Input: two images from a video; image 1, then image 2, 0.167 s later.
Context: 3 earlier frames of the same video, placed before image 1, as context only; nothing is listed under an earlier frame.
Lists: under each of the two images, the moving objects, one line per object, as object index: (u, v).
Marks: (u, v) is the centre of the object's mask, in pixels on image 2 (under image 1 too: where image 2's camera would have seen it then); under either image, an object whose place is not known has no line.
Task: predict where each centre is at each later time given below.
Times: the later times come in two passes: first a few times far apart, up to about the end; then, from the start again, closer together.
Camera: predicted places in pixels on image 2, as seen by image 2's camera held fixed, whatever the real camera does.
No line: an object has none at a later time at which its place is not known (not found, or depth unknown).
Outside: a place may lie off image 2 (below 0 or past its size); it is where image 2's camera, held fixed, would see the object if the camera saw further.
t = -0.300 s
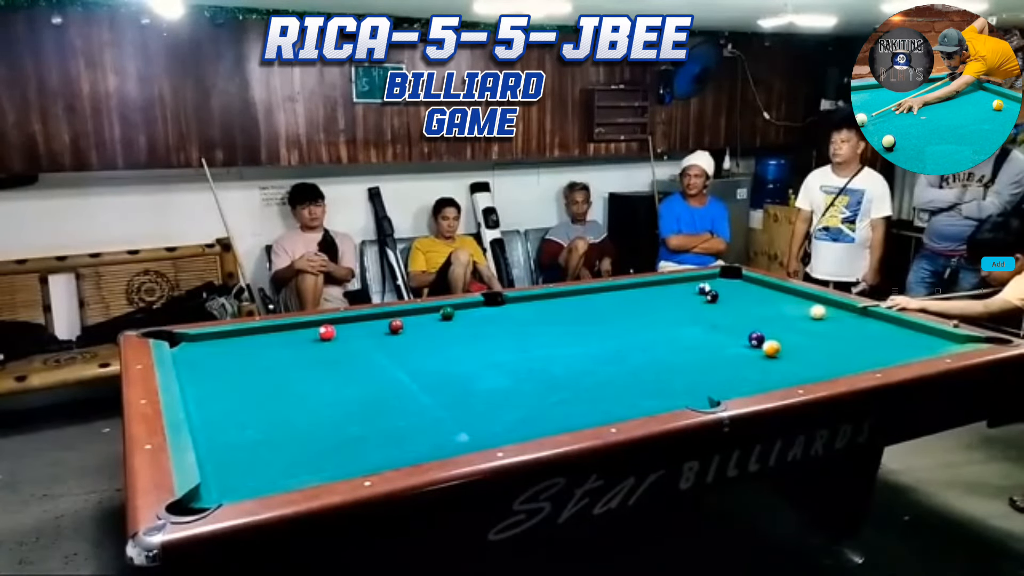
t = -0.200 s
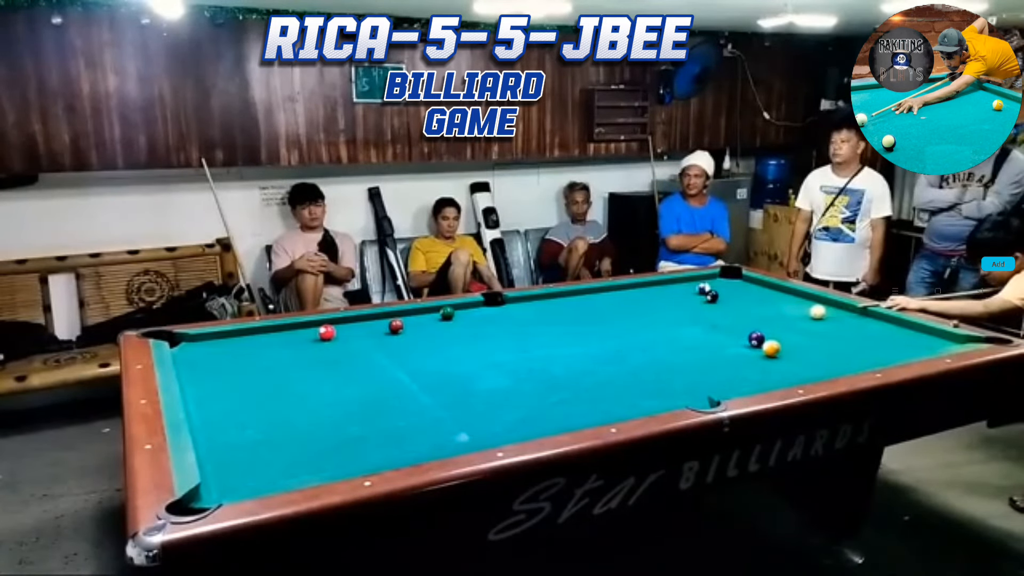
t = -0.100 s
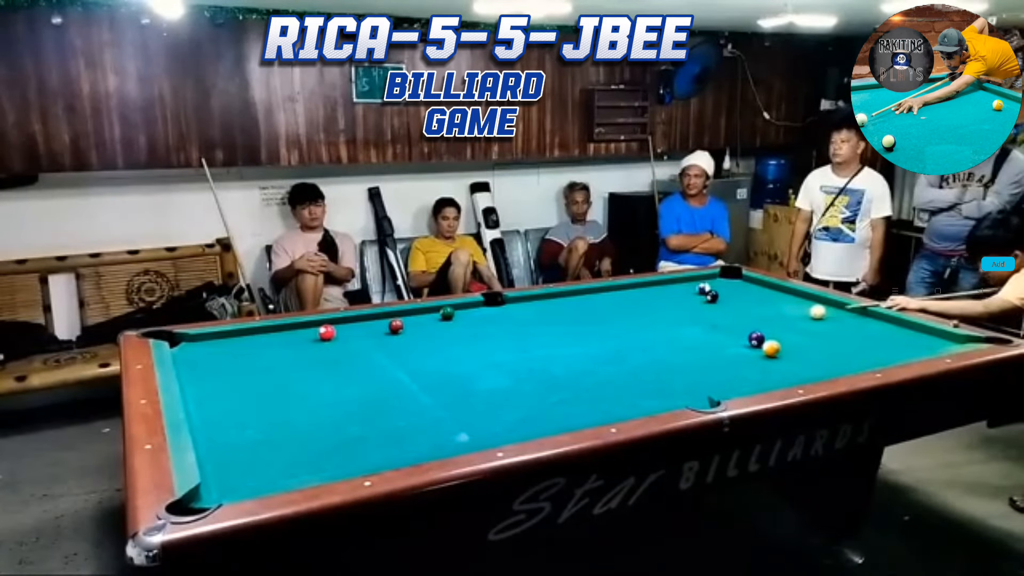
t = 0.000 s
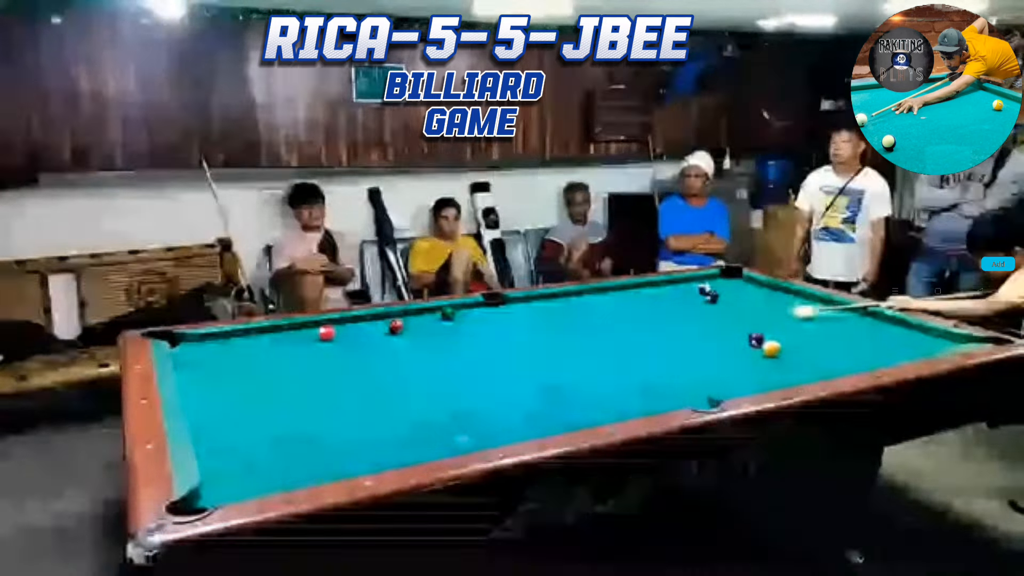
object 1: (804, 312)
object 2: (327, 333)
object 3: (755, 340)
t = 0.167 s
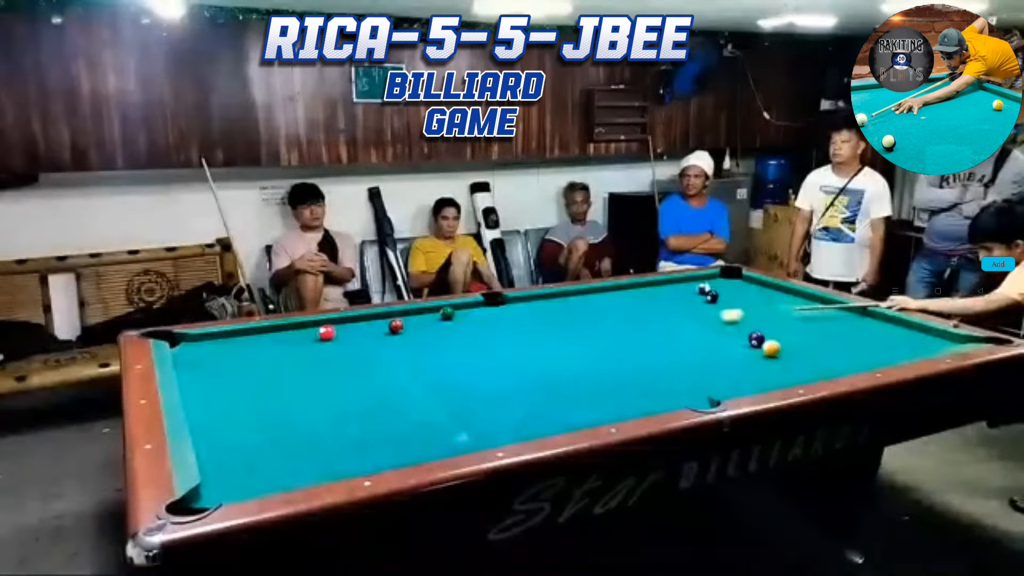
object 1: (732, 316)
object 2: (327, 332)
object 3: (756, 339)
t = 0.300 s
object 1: (673, 318)
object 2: (327, 332)
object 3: (756, 339)
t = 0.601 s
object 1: (538, 325)
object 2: (327, 332)
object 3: (756, 339)
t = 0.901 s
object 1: (397, 332)
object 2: (327, 332)
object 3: (756, 339)
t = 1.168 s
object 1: (283, 346)
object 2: (308, 327)
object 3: (756, 339)
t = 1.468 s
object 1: (201, 364)
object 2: (293, 333)
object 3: (756, 339)
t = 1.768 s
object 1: (288, 359)
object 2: (283, 344)
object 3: (756, 339)
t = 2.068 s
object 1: (369, 355)
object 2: (273, 355)
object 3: (756, 339)
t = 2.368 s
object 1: (445, 352)
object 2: (263, 367)
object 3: (756, 339)
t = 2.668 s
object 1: (515, 348)
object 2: (253, 379)
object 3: (756, 339)
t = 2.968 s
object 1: (580, 346)
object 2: (243, 391)
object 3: (756, 339)
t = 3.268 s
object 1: (642, 343)
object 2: (232, 403)
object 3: (756, 339)
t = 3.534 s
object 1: (694, 341)
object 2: (222, 414)
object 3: (756, 339)
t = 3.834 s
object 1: (742, 339)
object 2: (212, 426)
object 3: (764, 338)
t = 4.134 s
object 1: (752, 339)
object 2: (204, 437)
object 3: (798, 338)
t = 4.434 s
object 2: (212, 442)
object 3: (828, 337)
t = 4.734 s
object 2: (219, 445)
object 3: (856, 336)
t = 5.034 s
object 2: (224, 448)
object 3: (881, 335)
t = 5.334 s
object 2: (228, 450)
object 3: (904, 334)
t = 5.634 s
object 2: (230, 451)
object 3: (924, 333)
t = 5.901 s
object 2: (231, 451)
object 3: (938, 333)
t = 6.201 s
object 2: (231, 451)
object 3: (933, 335)
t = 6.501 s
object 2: (230, 452)
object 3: (931, 336)
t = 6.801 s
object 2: (230, 452)
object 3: (928, 337)
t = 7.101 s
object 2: (230, 452)
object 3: (924, 337)
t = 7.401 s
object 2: (230, 452)
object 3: (923, 337)
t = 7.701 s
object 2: (231, 451)
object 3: (923, 338)
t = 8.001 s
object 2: (231, 451)
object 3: (923, 338)
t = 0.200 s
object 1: (717, 316)
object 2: (327, 332)
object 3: (756, 339)
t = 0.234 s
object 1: (703, 317)
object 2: (327, 332)
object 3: (756, 339)
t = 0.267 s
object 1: (688, 318)
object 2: (327, 332)
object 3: (756, 339)
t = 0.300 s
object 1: (673, 318)
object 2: (327, 332)
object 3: (756, 339)
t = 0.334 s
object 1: (658, 319)
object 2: (327, 332)
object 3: (756, 339)
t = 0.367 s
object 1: (643, 320)
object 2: (327, 332)
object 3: (756, 339)
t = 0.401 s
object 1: (628, 320)
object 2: (327, 332)
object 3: (756, 339)
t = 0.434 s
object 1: (613, 321)
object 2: (327, 332)
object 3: (756, 339)
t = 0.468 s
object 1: (599, 322)
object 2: (327, 332)
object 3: (756, 339)
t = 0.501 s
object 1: (584, 323)
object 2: (327, 332)
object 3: (756, 339)
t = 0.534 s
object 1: (569, 323)
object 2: (327, 332)
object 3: (756, 339)
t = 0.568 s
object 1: (553, 324)
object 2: (327, 332)
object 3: (756, 339)
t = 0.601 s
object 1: (538, 325)
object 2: (327, 332)
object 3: (756, 339)
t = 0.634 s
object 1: (523, 325)
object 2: (327, 332)
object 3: (756, 339)
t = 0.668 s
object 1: (508, 326)
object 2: (327, 332)
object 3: (756, 339)
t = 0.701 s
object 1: (492, 327)
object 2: (327, 332)
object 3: (756, 339)
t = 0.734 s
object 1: (476, 328)
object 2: (327, 332)
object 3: (756, 339)
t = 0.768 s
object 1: (461, 329)
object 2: (327, 332)
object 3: (756, 339)
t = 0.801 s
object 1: (446, 329)
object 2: (327, 332)
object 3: (756, 339)
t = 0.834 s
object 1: (429, 330)
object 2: (327, 332)
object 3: (756, 339)
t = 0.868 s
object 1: (413, 331)
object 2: (327, 332)
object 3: (756, 339)
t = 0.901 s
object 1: (397, 332)
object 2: (327, 332)
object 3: (756, 339)
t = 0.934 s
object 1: (381, 333)
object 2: (327, 332)
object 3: (756, 339)
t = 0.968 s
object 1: (364, 334)
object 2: (327, 332)
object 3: (756, 339)
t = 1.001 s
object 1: (348, 335)
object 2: (327, 333)
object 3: (756, 339)
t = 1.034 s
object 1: (333, 336)
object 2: (323, 330)
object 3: (756, 339)
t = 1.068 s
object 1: (321, 339)
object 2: (319, 327)
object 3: (756, 339)
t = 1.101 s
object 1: (309, 341)
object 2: (316, 328)
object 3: (756, 339)
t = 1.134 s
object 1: (296, 343)
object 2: (311, 328)
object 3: (756, 339)
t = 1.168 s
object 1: (283, 346)
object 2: (308, 327)
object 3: (756, 339)
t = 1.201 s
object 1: (270, 348)
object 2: (304, 326)
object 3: (756, 339)
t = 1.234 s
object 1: (256, 351)
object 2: (300, 325)
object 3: (756, 339)
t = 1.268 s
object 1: (243, 353)
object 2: (299, 326)
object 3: (756, 339)
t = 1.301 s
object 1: (228, 356)
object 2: (298, 327)
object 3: (756, 339)
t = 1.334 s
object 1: (214, 358)
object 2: (297, 328)
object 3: (756, 339)
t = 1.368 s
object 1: (200, 361)
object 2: (296, 330)
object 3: (756, 339)
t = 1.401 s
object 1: (186, 364)
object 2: (295, 331)
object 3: (756, 339)
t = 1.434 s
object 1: (190, 364)
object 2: (294, 332)
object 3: (756, 339)
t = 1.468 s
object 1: (201, 364)
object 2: (293, 333)
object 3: (756, 339)
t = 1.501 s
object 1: (211, 363)
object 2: (292, 334)
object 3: (756, 339)
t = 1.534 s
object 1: (221, 363)
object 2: (290, 335)
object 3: (756, 339)
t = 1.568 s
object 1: (231, 362)
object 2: (290, 336)
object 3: (756, 339)
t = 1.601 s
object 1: (241, 362)
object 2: (289, 338)
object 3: (756, 339)
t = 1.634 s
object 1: (250, 361)
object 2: (288, 339)
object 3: (756, 339)
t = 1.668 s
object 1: (260, 361)
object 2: (287, 340)
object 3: (756, 339)
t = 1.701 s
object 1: (270, 361)
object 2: (286, 341)
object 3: (756, 339)
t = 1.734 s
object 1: (279, 360)
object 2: (285, 343)
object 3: (756, 339)
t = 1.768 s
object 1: (288, 359)
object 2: (283, 344)
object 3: (756, 339)
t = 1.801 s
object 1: (297, 359)
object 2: (282, 345)
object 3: (756, 339)
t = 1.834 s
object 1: (307, 359)
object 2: (281, 347)
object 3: (756, 339)
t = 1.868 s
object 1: (316, 358)
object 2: (280, 348)
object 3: (756, 339)
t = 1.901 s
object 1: (325, 358)
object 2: (279, 349)
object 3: (756, 339)
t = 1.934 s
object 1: (334, 357)
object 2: (277, 350)
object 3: (756, 339)
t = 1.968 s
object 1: (343, 357)
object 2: (276, 352)
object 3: (756, 339)
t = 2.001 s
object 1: (352, 356)
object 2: (275, 353)
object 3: (756, 339)
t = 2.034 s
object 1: (361, 356)
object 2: (274, 354)
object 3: (756, 339)
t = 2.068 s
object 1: (369, 355)
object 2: (273, 355)
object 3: (756, 339)
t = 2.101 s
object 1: (378, 355)
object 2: (272, 357)
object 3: (756, 339)
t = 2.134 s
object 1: (386, 354)
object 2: (271, 358)
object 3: (756, 339)
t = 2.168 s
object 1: (395, 354)
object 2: (270, 359)
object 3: (756, 339)
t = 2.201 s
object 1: (404, 353)
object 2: (269, 361)
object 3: (756, 339)
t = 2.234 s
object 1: (412, 353)
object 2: (268, 362)
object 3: (756, 339)
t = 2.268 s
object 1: (420, 353)
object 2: (267, 363)
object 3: (756, 339)
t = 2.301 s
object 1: (428, 352)
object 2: (266, 364)
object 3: (756, 339)
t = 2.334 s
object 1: (436, 352)
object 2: (264, 366)
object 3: (756, 339)
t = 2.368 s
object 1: (445, 352)
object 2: (263, 367)
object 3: (756, 339)
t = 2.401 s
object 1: (453, 351)
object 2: (262, 368)
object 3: (756, 339)
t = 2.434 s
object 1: (461, 351)
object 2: (261, 369)
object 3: (756, 339)
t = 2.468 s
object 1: (469, 351)
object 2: (260, 371)
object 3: (756, 339)
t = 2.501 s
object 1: (476, 350)
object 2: (259, 372)
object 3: (756, 339)
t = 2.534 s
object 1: (484, 350)
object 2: (258, 374)
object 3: (756, 339)
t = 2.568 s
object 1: (492, 349)
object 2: (257, 375)
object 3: (756, 339)
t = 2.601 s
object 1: (499, 349)
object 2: (255, 376)
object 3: (756, 339)
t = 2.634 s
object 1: (507, 349)
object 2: (254, 378)
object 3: (756, 339)
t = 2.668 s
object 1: (515, 348)
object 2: (253, 379)
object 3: (756, 339)
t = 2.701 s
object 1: (522, 348)
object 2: (252, 380)
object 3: (756, 339)
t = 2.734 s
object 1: (530, 347)
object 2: (251, 381)
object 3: (756, 339)
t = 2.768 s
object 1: (537, 347)
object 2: (250, 383)
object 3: (756, 339)
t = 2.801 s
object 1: (544, 347)
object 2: (248, 384)
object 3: (756, 339)
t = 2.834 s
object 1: (552, 347)
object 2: (247, 386)
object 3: (756, 339)
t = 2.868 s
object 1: (559, 346)
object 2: (246, 387)
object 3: (756, 339)
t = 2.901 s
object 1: (566, 346)
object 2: (245, 388)
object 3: (756, 339)
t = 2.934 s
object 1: (573, 346)
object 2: (244, 390)
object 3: (756, 339)
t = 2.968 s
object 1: (580, 346)
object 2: (243, 391)
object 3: (756, 339)
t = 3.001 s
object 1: (587, 345)
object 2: (241, 392)
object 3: (756, 339)
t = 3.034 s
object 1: (594, 345)
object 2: (240, 394)
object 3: (756, 339)
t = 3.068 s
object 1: (601, 345)
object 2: (239, 395)
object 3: (756, 339)
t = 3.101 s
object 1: (608, 344)
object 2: (238, 397)
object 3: (756, 339)
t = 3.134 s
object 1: (615, 344)
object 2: (237, 398)
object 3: (756, 339)
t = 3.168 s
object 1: (622, 344)
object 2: (236, 399)
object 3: (756, 339)
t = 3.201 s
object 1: (629, 344)
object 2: (234, 401)
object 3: (756, 339)
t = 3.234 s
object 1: (635, 343)
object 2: (233, 402)
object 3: (756, 339)
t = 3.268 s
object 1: (642, 343)
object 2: (232, 403)
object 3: (756, 339)
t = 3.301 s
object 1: (649, 343)
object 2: (231, 405)
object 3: (756, 339)
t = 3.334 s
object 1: (656, 343)
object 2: (229, 406)
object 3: (756, 339)
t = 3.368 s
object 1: (662, 342)
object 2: (228, 407)
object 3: (756, 339)
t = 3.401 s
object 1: (669, 342)
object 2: (227, 409)
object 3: (756, 339)
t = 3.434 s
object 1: (675, 342)
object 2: (226, 410)
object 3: (756, 339)
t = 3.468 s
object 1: (682, 342)
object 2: (225, 412)
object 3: (756, 339)
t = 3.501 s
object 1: (688, 341)
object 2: (223, 413)
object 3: (756, 339)
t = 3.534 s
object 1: (694, 341)
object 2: (222, 414)
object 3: (756, 339)
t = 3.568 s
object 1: (701, 341)
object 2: (221, 416)
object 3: (756, 339)
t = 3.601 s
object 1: (707, 341)
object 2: (220, 417)
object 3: (756, 339)
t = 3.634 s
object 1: (714, 340)
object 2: (219, 418)
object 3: (756, 339)
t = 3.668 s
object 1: (720, 340)
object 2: (218, 420)
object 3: (756, 339)
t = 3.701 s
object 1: (726, 340)
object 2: (216, 421)
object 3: (756, 339)
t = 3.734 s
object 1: (732, 340)
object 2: (215, 422)
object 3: (756, 339)
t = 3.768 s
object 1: (739, 339)
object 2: (214, 424)
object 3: (756, 339)
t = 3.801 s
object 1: (741, 339)
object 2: (213, 425)
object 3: (759, 339)
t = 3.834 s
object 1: (742, 339)
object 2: (212, 426)
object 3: (764, 338)
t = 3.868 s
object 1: (743, 339)
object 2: (210, 427)
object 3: (768, 337)
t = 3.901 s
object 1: (744, 339)
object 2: (209, 429)
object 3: (772, 336)
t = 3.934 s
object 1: (746, 339)
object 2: (208, 430)
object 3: (777, 337)
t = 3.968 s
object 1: (747, 339)
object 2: (207, 432)
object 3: (780, 337)
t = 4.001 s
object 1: (748, 339)
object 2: (206, 433)
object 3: (784, 338)
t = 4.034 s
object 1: (749, 339)
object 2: (205, 434)
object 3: (787, 338)
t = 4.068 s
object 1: (750, 339)
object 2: (204, 435)
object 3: (790, 338)
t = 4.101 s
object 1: (751, 339)
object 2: (203, 437)
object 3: (794, 338)
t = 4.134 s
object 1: (752, 339)
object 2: (204, 437)
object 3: (798, 338)
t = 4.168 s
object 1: (754, 339)
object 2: (205, 438)
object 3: (801, 338)
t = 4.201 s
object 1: (755, 339)
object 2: (205, 439)
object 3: (805, 337)
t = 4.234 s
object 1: (755, 339)
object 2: (206, 439)
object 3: (808, 337)
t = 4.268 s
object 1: (757, 339)
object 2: (207, 440)
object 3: (811, 338)
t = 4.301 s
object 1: (757, 338)
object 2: (208, 440)
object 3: (815, 337)
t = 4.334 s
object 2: (209, 440)
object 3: (818, 337)
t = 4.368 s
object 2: (210, 441)
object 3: (821, 337)
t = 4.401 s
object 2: (211, 441)
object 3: (825, 337)
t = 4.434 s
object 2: (212, 442)
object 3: (828, 337)
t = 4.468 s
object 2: (213, 441)
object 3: (831, 337)
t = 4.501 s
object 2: (214, 442)
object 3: (834, 336)
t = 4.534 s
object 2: (214, 443)
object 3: (837, 337)
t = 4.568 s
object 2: (215, 443)
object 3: (840, 336)
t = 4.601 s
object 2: (216, 443)
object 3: (844, 336)
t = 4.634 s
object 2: (217, 443)
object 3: (847, 336)
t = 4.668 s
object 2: (218, 444)
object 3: (850, 336)
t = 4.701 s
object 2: (218, 444)
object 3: (853, 336)
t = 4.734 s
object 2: (219, 445)
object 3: (856, 336)
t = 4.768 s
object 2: (219, 445)
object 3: (859, 336)
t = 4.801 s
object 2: (220, 446)
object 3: (861, 336)
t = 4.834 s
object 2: (221, 445)
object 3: (865, 335)
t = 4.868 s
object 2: (221, 446)
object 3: (867, 335)
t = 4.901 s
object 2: (222, 447)
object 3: (870, 335)
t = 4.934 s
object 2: (223, 447)
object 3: (873, 335)
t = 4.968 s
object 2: (223, 447)
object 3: (876, 335)
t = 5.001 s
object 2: (224, 447)
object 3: (879, 335)
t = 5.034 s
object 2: (224, 448)
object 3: (881, 335)
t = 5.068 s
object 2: (225, 448)
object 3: (884, 335)
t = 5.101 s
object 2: (225, 448)
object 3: (886, 335)
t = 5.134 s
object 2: (226, 449)
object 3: (889, 335)
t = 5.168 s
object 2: (226, 449)
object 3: (891, 335)
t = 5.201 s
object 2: (227, 449)
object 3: (894, 334)
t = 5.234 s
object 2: (227, 449)
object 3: (896, 334)
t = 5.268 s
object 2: (227, 450)
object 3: (899, 334)
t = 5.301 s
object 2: (227, 450)
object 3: (901, 334)
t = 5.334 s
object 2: (228, 450)
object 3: (904, 334)
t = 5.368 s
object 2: (228, 450)
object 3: (906, 334)
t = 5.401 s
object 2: (228, 450)
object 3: (908, 334)
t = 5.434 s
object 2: (228, 450)
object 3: (911, 334)
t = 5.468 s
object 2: (229, 451)
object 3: (913, 334)
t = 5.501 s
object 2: (229, 451)
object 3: (915, 334)
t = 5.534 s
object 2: (229, 451)
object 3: (917, 333)
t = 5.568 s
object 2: (230, 451)
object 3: (920, 333)
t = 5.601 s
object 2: (230, 451)
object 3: (922, 333)
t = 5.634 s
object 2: (230, 451)
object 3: (924, 333)
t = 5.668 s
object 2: (230, 451)
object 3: (926, 333)
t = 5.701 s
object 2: (230, 451)
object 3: (928, 333)
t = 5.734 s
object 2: (231, 451)
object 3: (929, 333)
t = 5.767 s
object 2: (231, 451)
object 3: (932, 333)
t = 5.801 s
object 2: (230, 451)
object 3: (933, 333)
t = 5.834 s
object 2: (231, 451)
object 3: (935, 333)
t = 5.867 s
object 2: (231, 451)
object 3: (938, 333)
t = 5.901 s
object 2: (231, 451)
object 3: (938, 333)
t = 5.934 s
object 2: (231, 451)
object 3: (937, 333)
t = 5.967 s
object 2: (231, 451)
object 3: (936, 333)
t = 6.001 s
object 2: (231, 451)
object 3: (936, 333)
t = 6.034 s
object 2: (231, 451)
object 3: (935, 334)
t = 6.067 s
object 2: (231, 451)
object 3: (934, 334)
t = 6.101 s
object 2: (231, 451)
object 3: (934, 334)
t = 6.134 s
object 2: (231, 451)
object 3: (934, 334)
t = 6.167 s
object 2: (231, 451)
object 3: (933, 334)
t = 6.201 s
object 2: (231, 451)
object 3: (933, 335)
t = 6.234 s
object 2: (231, 451)
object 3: (933, 335)
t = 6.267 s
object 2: (231, 451)
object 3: (933, 335)
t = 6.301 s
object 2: (231, 451)
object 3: (933, 335)
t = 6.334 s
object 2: (231, 451)
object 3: (932, 335)
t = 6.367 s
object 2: (231, 451)
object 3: (932, 335)
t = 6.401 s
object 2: (230, 451)
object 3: (932, 336)
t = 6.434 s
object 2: (230, 451)
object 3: (931, 336)
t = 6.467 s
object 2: (230, 451)
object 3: (931, 336)
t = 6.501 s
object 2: (230, 452)
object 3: (931, 336)
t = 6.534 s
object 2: (230, 452)
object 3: (930, 336)
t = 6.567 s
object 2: (230, 452)
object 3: (930, 336)
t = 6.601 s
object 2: (230, 452)
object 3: (929, 336)
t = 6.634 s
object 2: (230, 452)
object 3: (929, 337)
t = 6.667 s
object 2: (230, 452)
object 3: (929, 337)
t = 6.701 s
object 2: (230, 452)
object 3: (929, 337)
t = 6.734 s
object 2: (230, 452)
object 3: (928, 336)
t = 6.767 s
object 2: (230, 452)
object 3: (928, 337)
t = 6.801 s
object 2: (230, 452)
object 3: (928, 337)
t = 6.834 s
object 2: (230, 452)
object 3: (927, 337)
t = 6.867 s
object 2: (230, 452)
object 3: (927, 337)
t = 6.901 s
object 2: (230, 452)
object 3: (926, 337)
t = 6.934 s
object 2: (230, 452)
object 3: (926, 337)
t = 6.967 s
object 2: (230, 452)
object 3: (926, 337)
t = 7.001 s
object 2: (230, 452)
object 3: (925, 337)
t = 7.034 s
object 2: (230, 452)
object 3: (925, 338)
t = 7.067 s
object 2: (230, 452)
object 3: (925, 337)
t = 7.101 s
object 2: (230, 452)
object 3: (924, 337)
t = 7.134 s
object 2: (230, 452)
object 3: (924, 337)
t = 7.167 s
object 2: (230, 452)
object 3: (924, 337)
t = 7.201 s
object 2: (230, 452)
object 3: (924, 337)
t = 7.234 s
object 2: (230, 452)
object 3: (923, 338)
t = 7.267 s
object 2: (230, 452)
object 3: (923, 337)
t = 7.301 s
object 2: (230, 452)
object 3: (923, 338)
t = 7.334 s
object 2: (230, 452)
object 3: (923, 338)
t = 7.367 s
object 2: (230, 452)
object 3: (923, 338)
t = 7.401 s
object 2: (230, 452)
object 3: (923, 337)
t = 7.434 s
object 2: (230, 452)
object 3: (923, 337)
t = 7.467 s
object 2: (230, 452)
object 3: (923, 338)
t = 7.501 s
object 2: (230, 452)
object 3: (923, 337)
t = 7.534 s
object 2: (230, 452)
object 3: (923, 337)
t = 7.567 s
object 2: (230, 452)
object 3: (923, 338)
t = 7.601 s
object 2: (230, 452)
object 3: (923, 338)
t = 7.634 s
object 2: (230, 452)
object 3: (923, 337)
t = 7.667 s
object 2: (231, 452)
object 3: (923, 338)
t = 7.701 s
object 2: (231, 451)
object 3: (923, 338)
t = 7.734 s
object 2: (231, 451)
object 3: (923, 337)
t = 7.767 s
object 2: (230, 451)
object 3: (923, 338)
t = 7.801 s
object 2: (231, 452)
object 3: (923, 338)
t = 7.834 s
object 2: (230, 452)
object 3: (923, 338)
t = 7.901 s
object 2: (231, 452)
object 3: (923, 337)
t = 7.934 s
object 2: (231, 451)
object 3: (923, 338)
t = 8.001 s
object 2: (231, 451)
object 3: (923, 338)
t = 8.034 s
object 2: (231, 451)
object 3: (923, 338)
